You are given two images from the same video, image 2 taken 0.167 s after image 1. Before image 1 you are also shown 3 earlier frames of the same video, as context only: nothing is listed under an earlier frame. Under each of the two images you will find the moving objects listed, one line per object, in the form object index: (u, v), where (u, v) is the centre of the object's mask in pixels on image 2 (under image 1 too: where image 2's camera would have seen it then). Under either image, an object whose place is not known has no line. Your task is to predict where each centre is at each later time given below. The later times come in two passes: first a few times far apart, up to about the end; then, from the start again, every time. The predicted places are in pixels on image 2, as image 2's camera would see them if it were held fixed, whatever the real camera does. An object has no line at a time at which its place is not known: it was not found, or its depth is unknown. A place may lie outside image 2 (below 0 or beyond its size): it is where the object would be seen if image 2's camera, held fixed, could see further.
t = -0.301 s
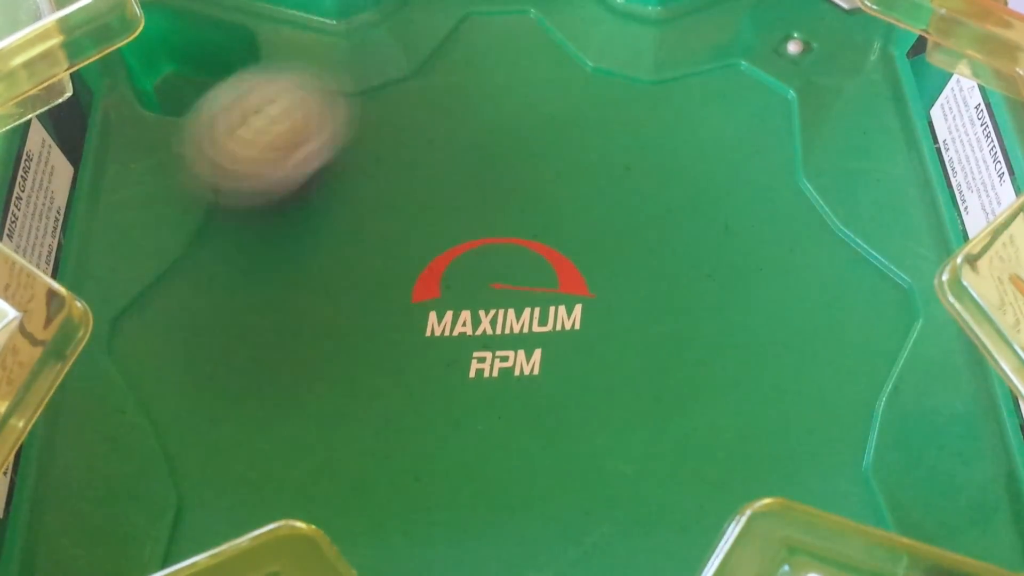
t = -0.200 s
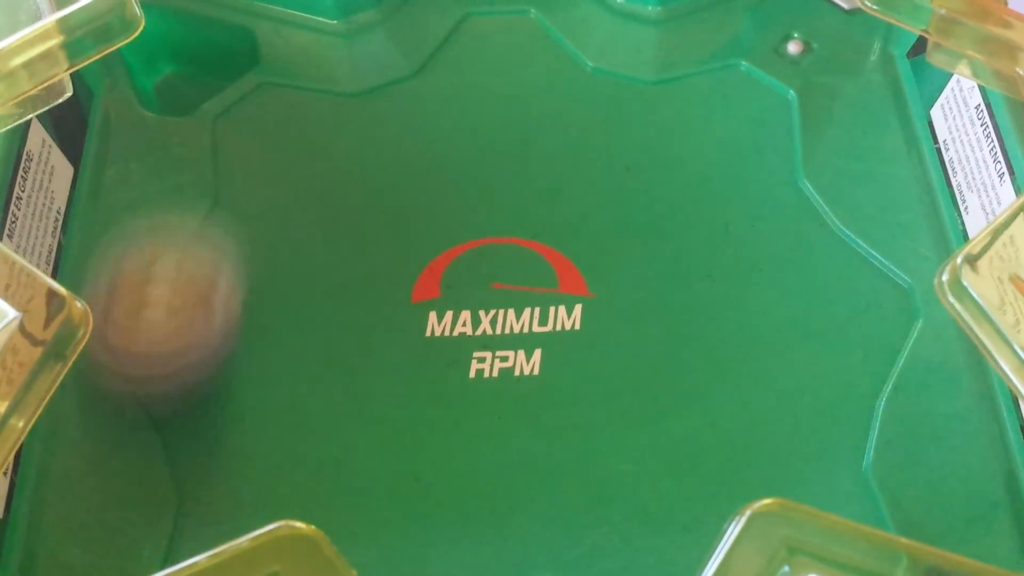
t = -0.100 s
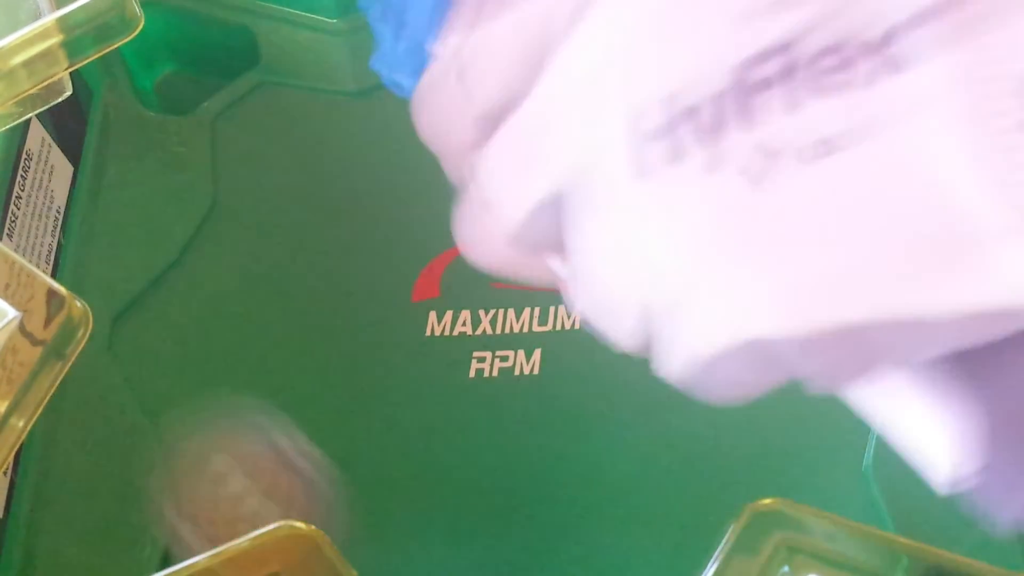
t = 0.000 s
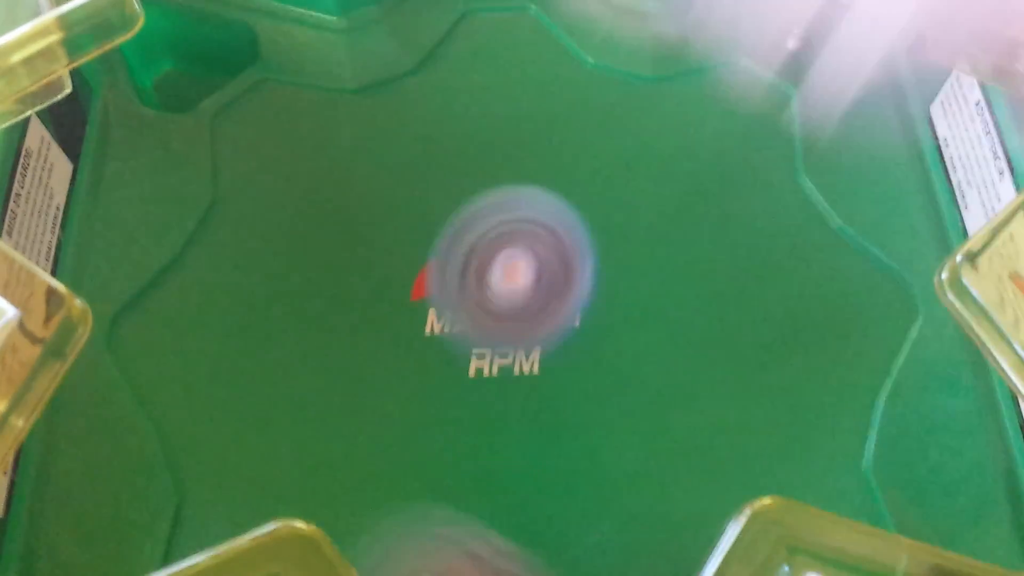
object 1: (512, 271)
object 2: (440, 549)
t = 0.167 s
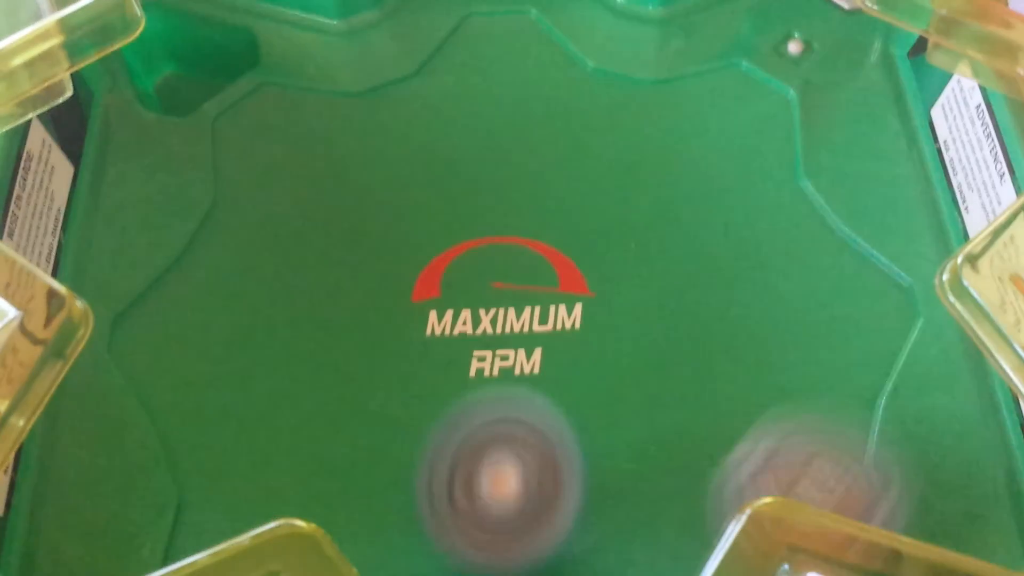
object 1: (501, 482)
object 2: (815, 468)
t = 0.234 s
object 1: (504, 500)
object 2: (865, 390)
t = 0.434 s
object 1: (533, 466)
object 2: (700, 86)
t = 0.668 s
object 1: (563, 317)
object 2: (280, 135)
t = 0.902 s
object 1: (524, 264)
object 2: (267, 506)
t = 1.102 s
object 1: (420, 353)
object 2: (715, 516)
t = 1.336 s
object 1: (412, 493)
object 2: (821, 195)
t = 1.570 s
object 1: (537, 507)
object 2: (454, 49)
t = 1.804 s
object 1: (526, 445)
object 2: (166, 351)
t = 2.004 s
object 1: (408, 359)
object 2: (460, 558)
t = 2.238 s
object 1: (334, 310)
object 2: (849, 392)
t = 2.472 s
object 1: (362, 325)
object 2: (683, 91)
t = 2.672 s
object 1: (414, 315)
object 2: (339, 93)
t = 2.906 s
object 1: (416, 273)
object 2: (184, 435)
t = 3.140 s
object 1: (405, 233)
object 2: (589, 556)
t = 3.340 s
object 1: (395, 225)
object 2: (832, 397)
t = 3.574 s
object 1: (405, 210)
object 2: (693, 122)
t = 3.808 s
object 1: (476, 221)
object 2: (368, 104)
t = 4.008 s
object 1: (565, 225)
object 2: (208, 325)
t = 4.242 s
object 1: (590, 190)
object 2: (434, 533)
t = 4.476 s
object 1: (522, 233)
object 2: (756, 425)
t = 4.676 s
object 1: (548, 362)
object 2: (732, 205)
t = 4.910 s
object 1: (639, 388)
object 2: (478, 113)
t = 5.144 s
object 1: (647, 299)
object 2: (263, 276)
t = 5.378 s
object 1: (512, 346)
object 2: (403, 508)
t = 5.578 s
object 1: (503, 333)
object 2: (650, 545)
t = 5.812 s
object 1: (475, 312)
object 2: (822, 397)
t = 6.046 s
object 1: (457, 307)
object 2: (650, 214)
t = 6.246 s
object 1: (467, 312)
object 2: (418, 182)
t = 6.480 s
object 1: (474, 301)
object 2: (211, 303)
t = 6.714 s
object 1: (499, 301)
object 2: (318, 483)
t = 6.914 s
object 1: (512, 301)
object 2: (554, 464)
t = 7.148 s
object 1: (462, 228)
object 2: (704, 310)
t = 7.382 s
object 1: (423, 280)
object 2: (627, 159)
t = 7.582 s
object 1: (464, 317)
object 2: (463, 160)
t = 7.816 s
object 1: (565, 307)
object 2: (364, 324)
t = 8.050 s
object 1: (584, 290)
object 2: (491, 486)
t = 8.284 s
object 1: (562, 294)
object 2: (681, 437)
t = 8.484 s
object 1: (500, 295)
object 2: (702, 308)
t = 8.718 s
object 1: (419, 335)
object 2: (545, 226)
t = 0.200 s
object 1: (502, 500)
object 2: (850, 442)
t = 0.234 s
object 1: (504, 500)
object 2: (865, 390)
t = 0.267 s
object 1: (508, 507)
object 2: (865, 326)
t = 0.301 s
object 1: (512, 507)
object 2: (855, 262)
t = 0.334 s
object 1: (516, 504)
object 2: (837, 206)
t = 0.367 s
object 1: (521, 497)
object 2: (794, 157)
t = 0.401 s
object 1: (527, 483)
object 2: (750, 120)
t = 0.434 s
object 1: (533, 466)
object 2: (700, 86)
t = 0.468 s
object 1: (540, 445)
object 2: (645, 60)
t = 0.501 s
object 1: (546, 427)
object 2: (579, 50)
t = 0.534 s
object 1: (552, 402)
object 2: (514, 47)
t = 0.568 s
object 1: (557, 379)
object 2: (449, 47)
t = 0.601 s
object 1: (560, 357)
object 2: (390, 63)
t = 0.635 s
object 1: (562, 334)
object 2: (332, 98)
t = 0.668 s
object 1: (563, 317)
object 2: (280, 135)
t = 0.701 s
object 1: (562, 300)
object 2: (237, 178)
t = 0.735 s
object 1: (561, 285)
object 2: (199, 237)
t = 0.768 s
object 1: (559, 277)
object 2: (178, 297)
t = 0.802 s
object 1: (554, 270)
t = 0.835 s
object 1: (546, 265)
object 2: (189, 438)
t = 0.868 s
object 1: (535, 262)
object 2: (213, 476)
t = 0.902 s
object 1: (524, 264)
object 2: (267, 506)
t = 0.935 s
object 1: (511, 269)
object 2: (373, 543)
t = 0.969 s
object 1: (495, 278)
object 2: (433, 558)
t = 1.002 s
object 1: (475, 292)
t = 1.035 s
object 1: (455, 311)
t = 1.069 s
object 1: (436, 332)
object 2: (665, 544)
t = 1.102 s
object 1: (420, 353)
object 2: (715, 516)
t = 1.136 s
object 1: (406, 376)
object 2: (800, 478)
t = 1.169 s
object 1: (396, 400)
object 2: (837, 449)
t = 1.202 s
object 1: (391, 423)
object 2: (856, 403)
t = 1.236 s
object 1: (391, 444)
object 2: (866, 350)
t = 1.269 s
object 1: (394, 465)
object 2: (860, 295)
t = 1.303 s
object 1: (401, 479)
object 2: (845, 242)
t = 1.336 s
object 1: (412, 493)
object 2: (821, 195)
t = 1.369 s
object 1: (427, 502)
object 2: (783, 151)
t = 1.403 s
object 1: (444, 507)
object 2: (744, 117)
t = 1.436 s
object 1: (463, 511)
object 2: (698, 89)
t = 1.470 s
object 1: (483, 512)
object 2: (643, 65)
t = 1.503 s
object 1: (504, 512)
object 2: (585, 52)
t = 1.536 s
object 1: (521, 510)
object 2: (520, 49)
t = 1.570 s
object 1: (537, 507)
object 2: (454, 49)
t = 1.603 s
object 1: (551, 504)
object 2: (396, 60)
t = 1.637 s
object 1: (560, 500)
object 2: (335, 88)
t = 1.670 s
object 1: (566, 495)
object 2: (279, 127)
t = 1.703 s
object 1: (566, 486)
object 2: (237, 165)
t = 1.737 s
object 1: (559, 474)
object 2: (201, 218)
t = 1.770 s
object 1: (544, 461)
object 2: (177, 280)
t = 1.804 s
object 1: (526, 445)
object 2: (166, 351)
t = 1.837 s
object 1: (504, 431)
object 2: (175, 418)
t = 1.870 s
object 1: (483, 414)
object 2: (200, 466)
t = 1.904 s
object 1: (464, 399)
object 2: (243, 499)
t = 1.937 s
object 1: (444, 386)
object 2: (319, 525)
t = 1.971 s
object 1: (426, 371)
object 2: (403, 551)
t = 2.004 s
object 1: (408, 359)
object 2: (460, 558)
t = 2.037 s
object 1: (391, 348)
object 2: (546, 559)
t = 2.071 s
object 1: (375, 339)
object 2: (626, 551)
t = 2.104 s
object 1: (362, 329)
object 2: (672, 535)
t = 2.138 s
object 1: (351, 322)
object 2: (737, 505)
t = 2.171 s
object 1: (343, 317)
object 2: (801, 471)
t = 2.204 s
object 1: (337, 312)
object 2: (833, 441)
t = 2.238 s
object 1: (334, 310)
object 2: (849, 392)
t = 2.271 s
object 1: (332, 309)
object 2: (855, 341)
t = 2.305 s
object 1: (333, 310)
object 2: (849, 288)
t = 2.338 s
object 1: (335, 313)
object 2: (835, 241)
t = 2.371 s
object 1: (339, 316)
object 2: (807, 194)
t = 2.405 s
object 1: (344, 319)
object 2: (770, 153)
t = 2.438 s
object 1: (351, 322)
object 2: (730, 119)
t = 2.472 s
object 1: (362, 325)
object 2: (683, 91)
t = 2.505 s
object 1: (374, 327)
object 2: (632, 70)
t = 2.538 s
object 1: (385, 327)
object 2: (575, 60)
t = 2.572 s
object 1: (395, 328)
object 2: (513, 56)
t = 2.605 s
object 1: (402, 324)
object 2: (455, 56)
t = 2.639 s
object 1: (409, 320)
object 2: (401, 67)
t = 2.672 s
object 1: (414, 315)
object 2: (339, 93)
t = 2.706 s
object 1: (419, 309)
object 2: (289, 124)
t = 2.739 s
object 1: (422, 303)
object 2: (245, 160)
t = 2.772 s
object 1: (422, 298)
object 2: (206, 209)
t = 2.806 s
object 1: (422, 293)
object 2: (181, 258)
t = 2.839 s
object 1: (420, 287)
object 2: (169, 314)
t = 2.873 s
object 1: (418, 279)
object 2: (169, 378)
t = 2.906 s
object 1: (416, 273)
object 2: (184, 435)
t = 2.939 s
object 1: (415, 267)
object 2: (206, 472)
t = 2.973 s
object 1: (413, 259)
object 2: (250, 498)
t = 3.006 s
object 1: (413, 254)
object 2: (315, 521)
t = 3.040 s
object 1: (411, 248)
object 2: (390, 545)
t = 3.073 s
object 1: (410, 244)
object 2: (439, 556)
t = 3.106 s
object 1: (407, 239)
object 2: (516, 559)
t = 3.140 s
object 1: (405, 233)
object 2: (589, 556)
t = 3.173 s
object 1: (403, 229)
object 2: (640, 545)
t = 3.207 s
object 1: (401, 226)
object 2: (681, 525)
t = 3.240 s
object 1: (399, 226)
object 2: (742, 496)
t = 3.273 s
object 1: (397, 226)
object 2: (793, 464)
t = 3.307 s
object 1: (396, 226)
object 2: (820, 437)
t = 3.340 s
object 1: (395, 225)
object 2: (832, 397)
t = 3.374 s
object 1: (395, 223)
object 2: (838, 349)
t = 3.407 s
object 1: (397, 220)
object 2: (832, 303)
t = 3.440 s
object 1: (398, 216)
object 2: (821, 261)
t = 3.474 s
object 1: (400, 213)
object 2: (799, 219)
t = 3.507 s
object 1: (402, 211)
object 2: (767, 181)
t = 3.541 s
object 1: (404, 210)
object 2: (732, 149)
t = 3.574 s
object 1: (405, 210)
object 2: (693, 122)
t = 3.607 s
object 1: (408, 210)
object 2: (648, 102)
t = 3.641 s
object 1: (413, 211)
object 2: (600, 87)
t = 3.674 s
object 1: (422, 212)
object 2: (554, 78)
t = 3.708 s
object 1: (433, 212)
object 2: (506, 74)
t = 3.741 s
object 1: (445, 213)
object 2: (458, 78)
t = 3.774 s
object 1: (461, 215)
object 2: (412, 88)
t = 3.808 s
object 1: (476, 221)
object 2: (368, 104)
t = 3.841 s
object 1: (491, 226)
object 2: (325, 127)
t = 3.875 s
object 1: (506, 228)
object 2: (287, 155)
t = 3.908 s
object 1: (523, 230)
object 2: (255, 191)
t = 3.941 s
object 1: (538, 230)
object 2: (230, 231)
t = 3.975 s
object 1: (553, 227)
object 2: (215, 276)
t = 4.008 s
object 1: (565, 225)
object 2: (208, 325)
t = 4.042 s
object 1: (573, 222)
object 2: (211, 370)
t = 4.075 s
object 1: (581, 218)
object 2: (228, 418)
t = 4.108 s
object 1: (589, 213)
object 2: (251, 453)
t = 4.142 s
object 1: (593, 207)
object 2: (287, 481)
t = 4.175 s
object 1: (595, 201)
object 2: (340, 504)
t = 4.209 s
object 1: (595, 196)
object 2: (390, 522)
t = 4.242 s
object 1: (590, 190)
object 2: (434, 533)
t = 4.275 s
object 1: (582, 185)
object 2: (493, 537)
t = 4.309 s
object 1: (573, 181)
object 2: (556, 535)
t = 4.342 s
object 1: (561, 182)
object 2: (612, 527)
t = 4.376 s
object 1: (550, 188)
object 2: (654, 510)
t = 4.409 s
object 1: (540, 200)
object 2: (691, 487)
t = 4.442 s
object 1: (529, 215)
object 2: (730, 454)
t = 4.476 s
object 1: (522, 233)
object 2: (756, 425)
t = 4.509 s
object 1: (520, 252)
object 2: (772, 388)
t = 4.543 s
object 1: (520, 274)
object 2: (779, 349)
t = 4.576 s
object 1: (522, 297)
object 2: (778, 310)
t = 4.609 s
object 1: (528, 322)
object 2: (770, 271)
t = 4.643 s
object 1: (537, 342)
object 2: (753, 236)
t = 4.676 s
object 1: (548, 362)
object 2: (732, 205)
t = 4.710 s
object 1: (560, 379)
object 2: (704, 177)
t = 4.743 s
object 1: (571, 391)
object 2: (673, 155)
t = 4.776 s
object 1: (585, 398)
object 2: (638, 137)
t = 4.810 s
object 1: (600, 402)
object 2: (599, 123)
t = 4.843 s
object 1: (614, 401)
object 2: (560, 114)
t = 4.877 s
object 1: (627, 396)
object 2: (520, 111)
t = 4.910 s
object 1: (639, 388)
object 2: (478, 113)
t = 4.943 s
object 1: (649, 376)
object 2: (438, 121)
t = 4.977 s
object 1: (653, 364)
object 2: (398, 136)
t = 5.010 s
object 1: (657, 351)
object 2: (361, 155)
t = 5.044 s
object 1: (659, 338)
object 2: (328, 178)
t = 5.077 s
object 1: (659, 324)
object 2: (300, 207)
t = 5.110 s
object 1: (656, 310)
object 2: (279, 239)
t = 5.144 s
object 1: (647, 299)
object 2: (263, 276)
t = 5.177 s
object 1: (638, 292)
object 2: (256, 315)
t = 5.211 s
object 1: (626, 291)
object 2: (258, 357)
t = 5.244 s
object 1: (607, 295)
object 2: (269, 398)
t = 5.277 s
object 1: (582, 301)
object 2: (289, 434)
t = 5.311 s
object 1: (557, 311)
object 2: (318, 461)
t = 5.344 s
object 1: (533, 328)
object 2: (362, 490)
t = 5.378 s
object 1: (512, 346)
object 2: (403, 508)
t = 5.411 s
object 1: (497, 365)
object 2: (444, 519)
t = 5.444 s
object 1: (490, 380)
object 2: (486, 525)
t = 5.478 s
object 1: (493, 368)
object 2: (523, 540)
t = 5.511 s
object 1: (498, 353)
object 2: (571, 548)
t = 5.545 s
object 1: (502, 342)
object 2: (620, 549)
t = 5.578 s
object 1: (503, 333)
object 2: (650, 545)
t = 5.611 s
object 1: (502, 326)
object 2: (675, 537)
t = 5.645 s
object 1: (503, 319)
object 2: (714, 518)
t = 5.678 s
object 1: (501, 314)
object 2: (774, 492)
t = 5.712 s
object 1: (496, 311)
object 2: (805, 473)
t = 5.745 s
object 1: (490, 309)
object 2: (822, 455)
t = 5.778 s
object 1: (484, 309)
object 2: (825, 432)
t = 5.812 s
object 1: (475, 312)
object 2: (822, 397)
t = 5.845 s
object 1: (465, 312)
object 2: (814, 363)
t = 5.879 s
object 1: (459, 311)
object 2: (799, 330)
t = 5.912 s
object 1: (456, 310)
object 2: (777, 300)
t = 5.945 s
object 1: (455, 309)
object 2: (750, 274)
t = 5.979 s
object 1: (455, 308)
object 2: (720, 250)
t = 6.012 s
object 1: (456, 308)
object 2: (686, 230)
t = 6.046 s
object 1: (457, 307)
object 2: (650, 214)
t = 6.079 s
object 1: (460, 307)
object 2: (614, 202)
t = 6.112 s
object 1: (462, 306)
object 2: (574, 190)
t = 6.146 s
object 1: (465, 305)
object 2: (534, 185)
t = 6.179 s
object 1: (467, 307)
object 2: (495, 181)
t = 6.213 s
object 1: (468, 310)
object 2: (458, 179)
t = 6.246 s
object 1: (467, 312)
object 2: (418, 182)
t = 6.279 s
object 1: (465, 312)
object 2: (381, 189)
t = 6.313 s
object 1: (464, 308)
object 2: (344, 199)
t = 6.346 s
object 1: (464, 306)
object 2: (311, 212)
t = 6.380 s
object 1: (466, 304)
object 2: (278, 230)
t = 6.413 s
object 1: (469, 303)
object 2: (251, 250)
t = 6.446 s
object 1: (472, 302)
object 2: (230, 274)
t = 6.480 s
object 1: (474, 301)
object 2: (211, 303)
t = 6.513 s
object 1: (477, 301)
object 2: (201, 334)
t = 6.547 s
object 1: (481, 302)
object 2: (197, 366)
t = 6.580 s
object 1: (485, 301)
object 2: (205, 400)
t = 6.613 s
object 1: (488, 301)
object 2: (220, 430)
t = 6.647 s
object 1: (493, 301)
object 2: (242, 452)
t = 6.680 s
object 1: (496, 301)
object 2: (275, 469)
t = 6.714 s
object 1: (499, 301)
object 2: (318, 483)
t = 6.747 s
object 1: (501, 300)
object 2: (359, 495)
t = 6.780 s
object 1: (504, 301)
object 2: (404, 504)
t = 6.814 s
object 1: (507, 301)
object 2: (444, 504)
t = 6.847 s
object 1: (509, 301)
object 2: (481, 498)
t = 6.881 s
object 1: (511, 301)
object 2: (521, 484)
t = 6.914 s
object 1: (512, 301)
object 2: (554, 464)
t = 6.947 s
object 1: (514, 298)
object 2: (587, 443)
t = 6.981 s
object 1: (512, 280)
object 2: (618, 432)
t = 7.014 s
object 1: (507, 262)
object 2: (643, 414)
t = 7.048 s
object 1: (501, 248)
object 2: (665, 391)
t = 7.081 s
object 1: (492, 238)
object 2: (684, 364)
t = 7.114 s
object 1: (479, 233)
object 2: (696, 337)
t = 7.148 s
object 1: (462, 228)
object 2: (704, 310)
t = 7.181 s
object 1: (448, 226)
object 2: (706, 284)
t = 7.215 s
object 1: (440, 229)
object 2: (703, 258)
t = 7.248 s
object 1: (433, 237)
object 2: (695, 234)
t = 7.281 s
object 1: (425, 248)
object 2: (684, 211)
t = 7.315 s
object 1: (421, 259)
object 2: (669, 191)
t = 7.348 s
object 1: (420, 270)
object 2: (649, 173)
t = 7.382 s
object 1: (423, 280)
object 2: (627, 159)
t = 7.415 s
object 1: (425, 288)
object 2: (603, 148)
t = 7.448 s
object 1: (429, 296)
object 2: (575, 142)
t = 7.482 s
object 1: (436, 303)
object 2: (548, 140)
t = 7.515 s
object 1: (445, 308)
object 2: (519, 142)
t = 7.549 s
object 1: (454, 313)
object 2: (491, 149)
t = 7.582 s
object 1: (464, 317)
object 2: (463, 160)
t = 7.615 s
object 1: (472, 318)
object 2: (439, 175)
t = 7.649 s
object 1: (484, 317)
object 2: (417, 192)
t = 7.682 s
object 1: (501, 317)
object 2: (398, 216)
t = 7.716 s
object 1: (523, 315)
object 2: (383, 241)
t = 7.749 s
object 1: (542, 312)
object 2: (372, 267)
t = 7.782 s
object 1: (556, 310)
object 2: (366, 296)
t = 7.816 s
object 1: (565, 307)
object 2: (364, 324)
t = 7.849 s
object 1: (573, 304)
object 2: (368, 354)
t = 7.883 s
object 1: (578, 301)
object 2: (378, 382)
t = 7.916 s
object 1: (581, 298)
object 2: (391, 407)
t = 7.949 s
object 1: (584, 296)
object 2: (411, 433)
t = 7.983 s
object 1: (585, 293)
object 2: (435, 454)
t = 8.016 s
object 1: (585, 291)
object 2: (461, 473)
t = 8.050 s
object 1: (584, 290)
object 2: (491, 486)
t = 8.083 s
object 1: (582, 288)
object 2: (521, 494)
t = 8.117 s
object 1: (580, 286)
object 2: (554, 497)
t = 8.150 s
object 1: (578, 287)
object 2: (585, 494)
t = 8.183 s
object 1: (575, 288)
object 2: (614, 487)
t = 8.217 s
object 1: (570, 290)
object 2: (640, 474)
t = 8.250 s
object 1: (566, 292)
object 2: (663, 457)
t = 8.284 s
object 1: (562, 294)
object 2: (681, 437)
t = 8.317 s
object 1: (558, 296)
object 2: (695, 415)
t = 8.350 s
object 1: (553, 300)
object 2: (701, 391)
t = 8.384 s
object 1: (548, 302)
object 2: (704, 366)
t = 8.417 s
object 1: (533, 299)
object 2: (710, 347)
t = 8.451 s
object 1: (516, 296)
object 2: (710, 328)
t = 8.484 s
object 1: (500, 295)
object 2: (702, 308)
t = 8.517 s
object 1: (483, 298)
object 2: (688, 288)
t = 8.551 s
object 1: (468, 301)
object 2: (670, 270)
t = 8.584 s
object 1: (455, 305)
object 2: (650, 255)
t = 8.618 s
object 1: (444, 311)
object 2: (626, 243)
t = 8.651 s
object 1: (433, 318)
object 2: (600, 234)
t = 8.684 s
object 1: (425, 327)
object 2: (573, 228)
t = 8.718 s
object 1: (419, 335)
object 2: (545, 226)
